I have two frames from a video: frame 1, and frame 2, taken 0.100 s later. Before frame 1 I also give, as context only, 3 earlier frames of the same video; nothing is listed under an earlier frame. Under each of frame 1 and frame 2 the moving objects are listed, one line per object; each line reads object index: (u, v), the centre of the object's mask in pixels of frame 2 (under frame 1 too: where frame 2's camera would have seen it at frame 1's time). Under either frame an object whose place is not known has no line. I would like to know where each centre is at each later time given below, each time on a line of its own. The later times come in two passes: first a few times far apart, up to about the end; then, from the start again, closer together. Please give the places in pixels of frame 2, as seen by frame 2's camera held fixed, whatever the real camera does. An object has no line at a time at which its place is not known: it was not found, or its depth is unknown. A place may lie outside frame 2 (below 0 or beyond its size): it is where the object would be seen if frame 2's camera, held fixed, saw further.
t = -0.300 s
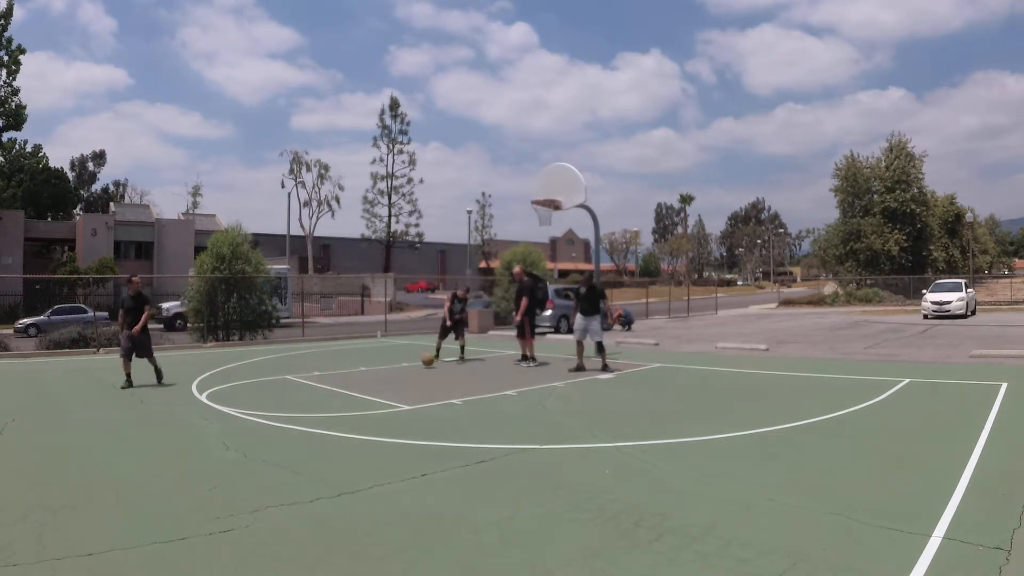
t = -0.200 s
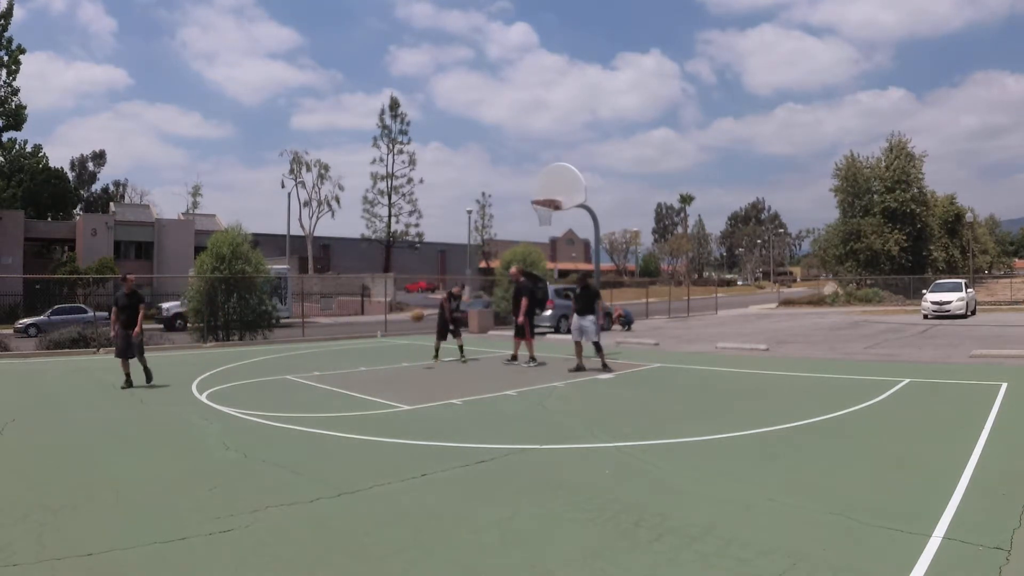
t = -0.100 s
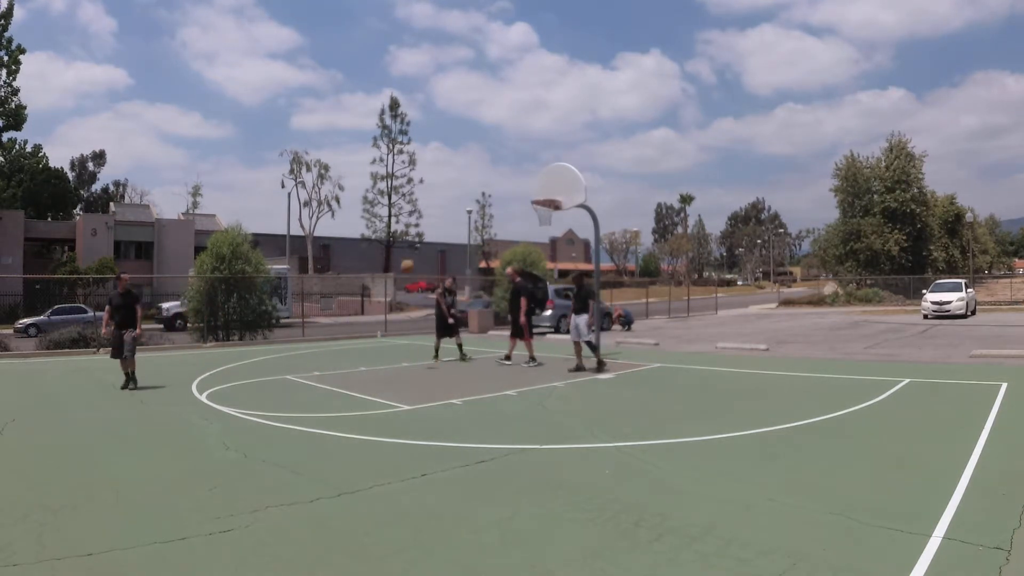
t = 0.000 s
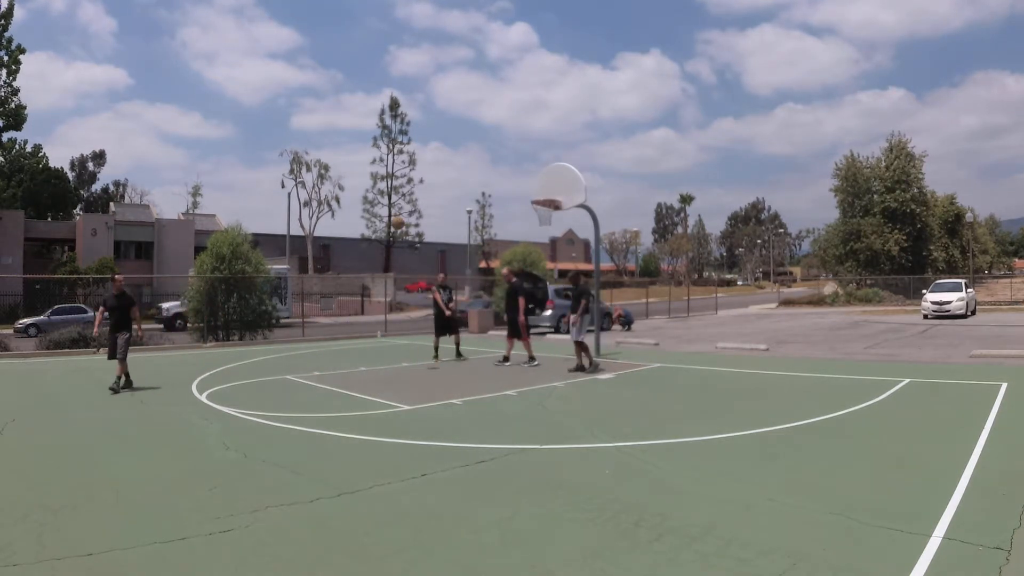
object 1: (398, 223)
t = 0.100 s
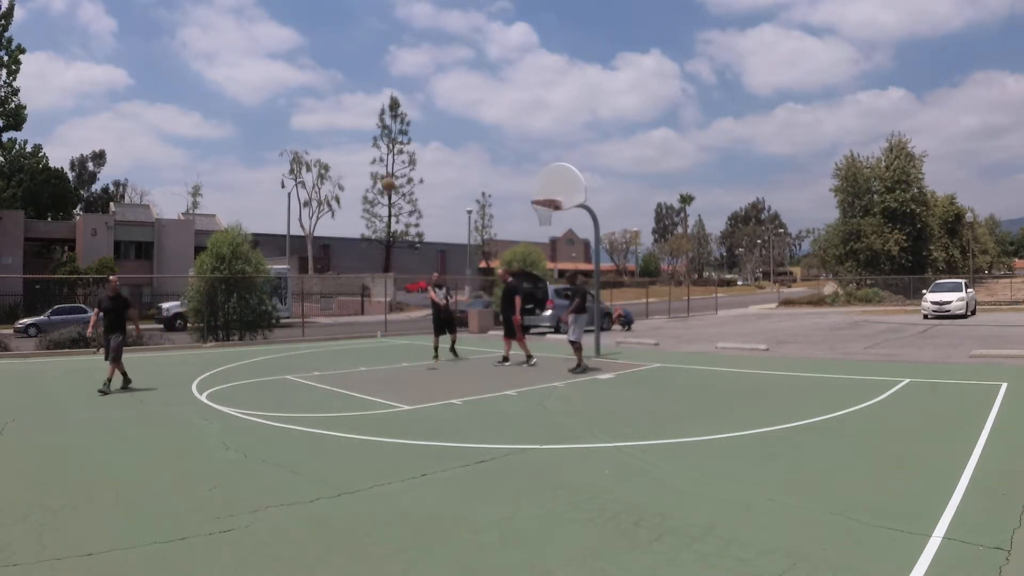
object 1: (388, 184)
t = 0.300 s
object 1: (367, 124)
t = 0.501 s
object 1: (347, 85)
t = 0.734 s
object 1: (320, 67)
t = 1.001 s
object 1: (286, 87)
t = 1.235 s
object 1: (253, 144)
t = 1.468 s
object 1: (219, 244)
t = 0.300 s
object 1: (367, 124)
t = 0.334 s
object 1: (364, 116)
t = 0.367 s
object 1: (361, 108)
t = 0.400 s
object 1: (357, 101)
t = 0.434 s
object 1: (354, 95)
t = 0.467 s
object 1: (350, 90)
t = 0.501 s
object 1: (347, 85)
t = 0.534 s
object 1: (343, 80)
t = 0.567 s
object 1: (339, 77)
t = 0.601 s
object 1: (335, 74)
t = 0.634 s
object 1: (332, 71)
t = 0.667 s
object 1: (328, 69)
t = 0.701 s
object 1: (324, 68)
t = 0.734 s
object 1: (320, 67)
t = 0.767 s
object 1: (316, 67)
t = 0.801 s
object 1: (312, 68)
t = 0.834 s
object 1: (308, 69)
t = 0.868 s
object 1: (304, 71)
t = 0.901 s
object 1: (299, 74)
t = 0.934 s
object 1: (295, 78)
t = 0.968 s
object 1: (291, 82)
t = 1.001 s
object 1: (286, 87)
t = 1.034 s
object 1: (281, 92)
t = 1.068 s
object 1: (277, 99)
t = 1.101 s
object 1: (272, 106)
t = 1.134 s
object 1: (268, 115)
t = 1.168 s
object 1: (263, 124)
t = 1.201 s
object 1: (258, 134)
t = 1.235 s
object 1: (253, 144)
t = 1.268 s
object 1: (248, 156)
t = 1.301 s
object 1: (244, 169)
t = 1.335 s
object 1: (238, 182)
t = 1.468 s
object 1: (219, 244)
